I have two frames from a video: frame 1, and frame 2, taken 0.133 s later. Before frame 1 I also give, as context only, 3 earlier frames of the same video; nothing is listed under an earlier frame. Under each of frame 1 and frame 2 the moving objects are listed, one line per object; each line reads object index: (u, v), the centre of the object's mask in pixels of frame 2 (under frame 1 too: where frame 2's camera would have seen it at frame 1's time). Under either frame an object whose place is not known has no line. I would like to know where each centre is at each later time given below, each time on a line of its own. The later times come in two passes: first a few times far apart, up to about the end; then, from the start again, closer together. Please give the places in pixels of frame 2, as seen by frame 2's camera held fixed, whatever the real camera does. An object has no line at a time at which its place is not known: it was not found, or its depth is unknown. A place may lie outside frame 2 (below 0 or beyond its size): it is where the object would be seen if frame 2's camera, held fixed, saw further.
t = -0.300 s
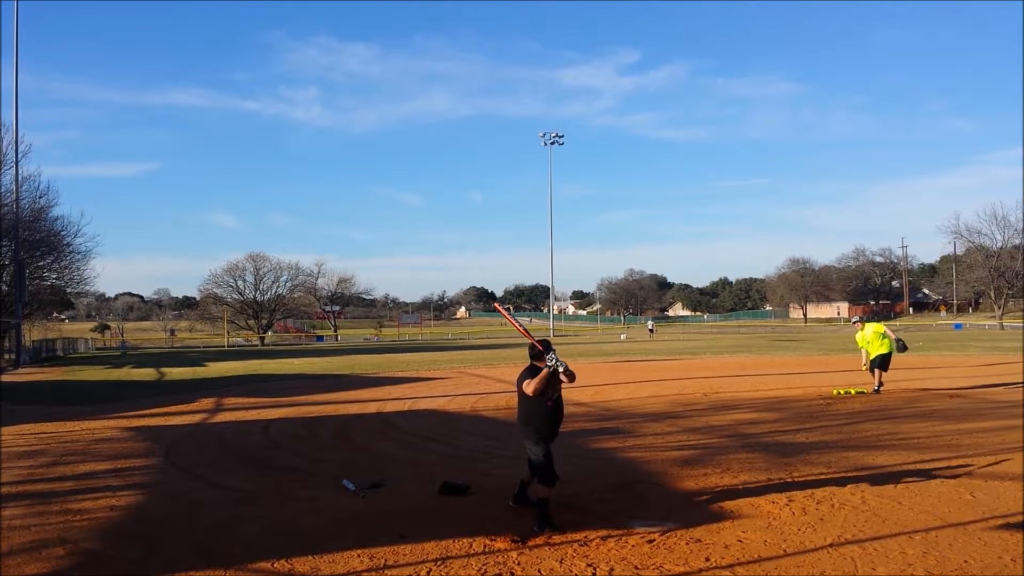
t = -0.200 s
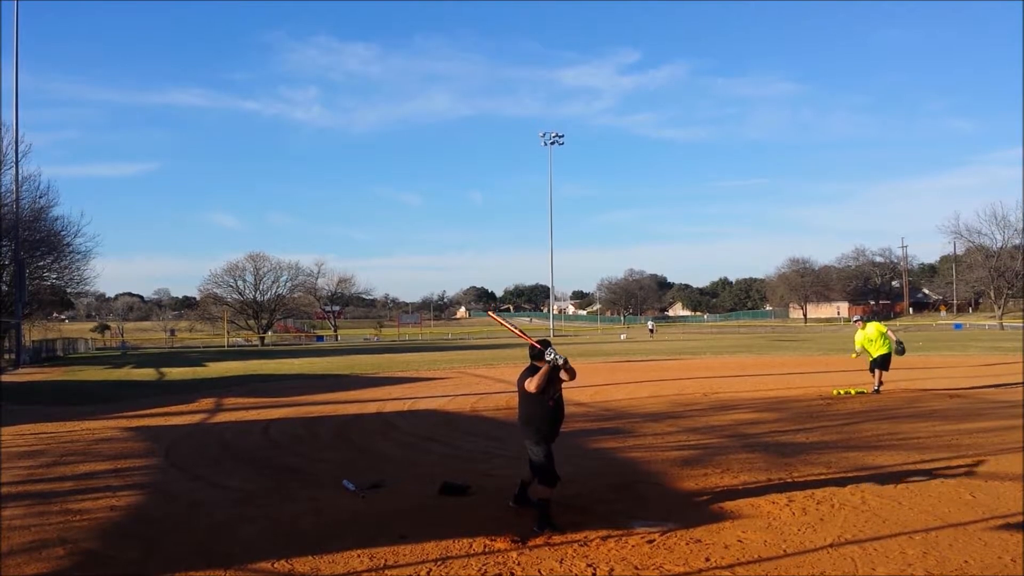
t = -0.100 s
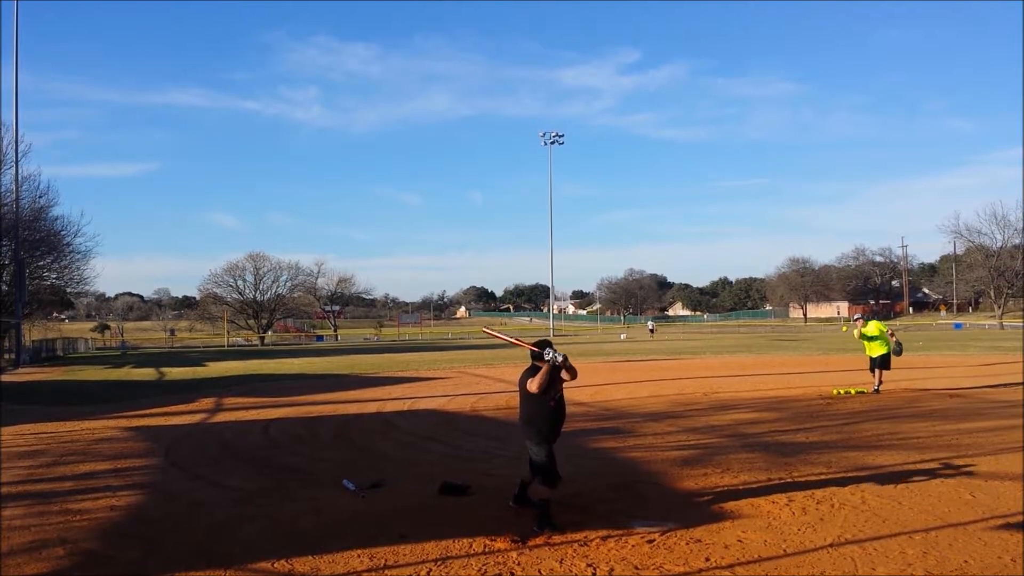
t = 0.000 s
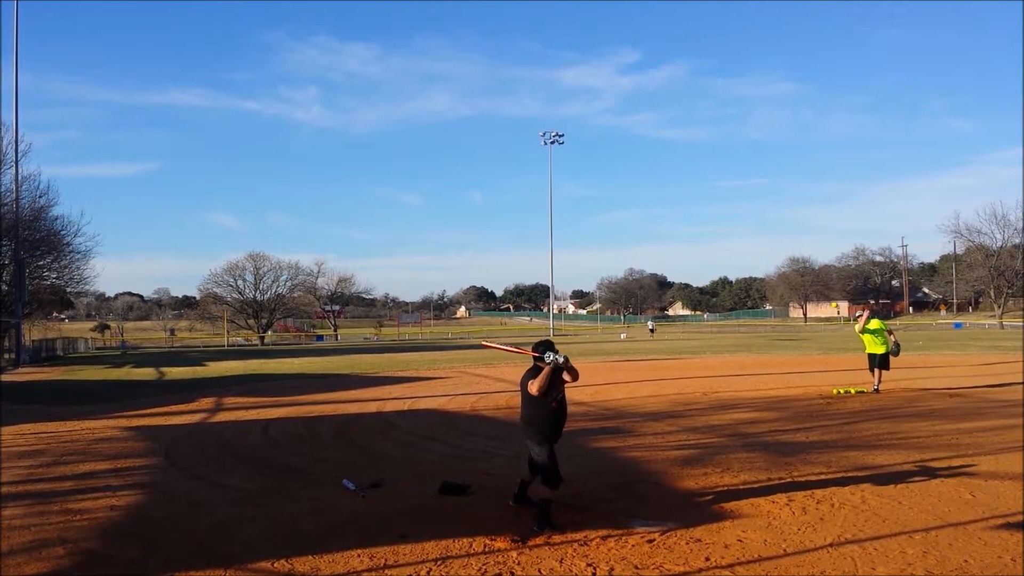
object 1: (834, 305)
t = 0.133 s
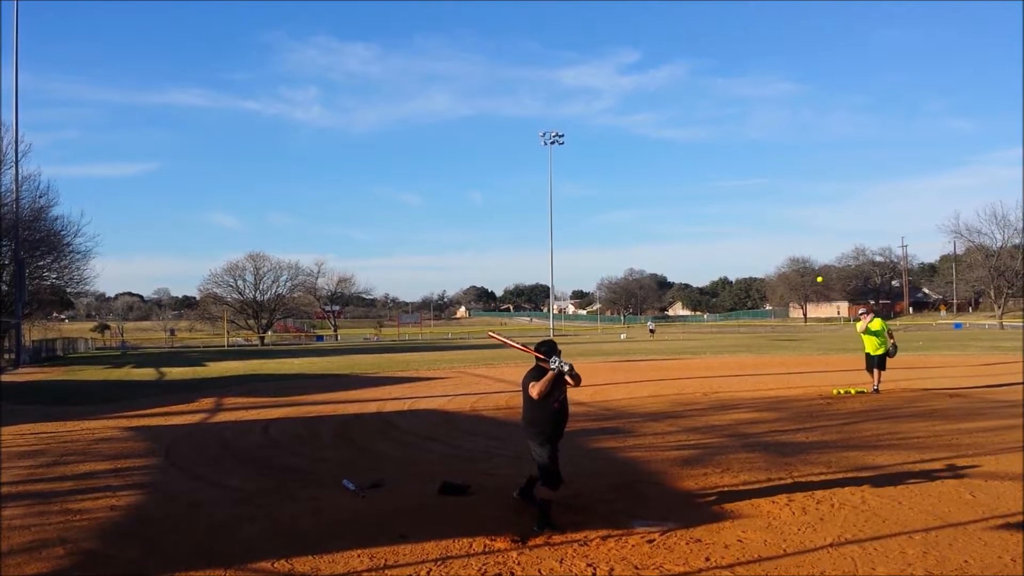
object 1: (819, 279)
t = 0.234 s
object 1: (807, 265)
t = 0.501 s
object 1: (768, 255)
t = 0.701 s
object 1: (729, 286)
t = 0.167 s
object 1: (815, 274)
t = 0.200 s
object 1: (811, 269)
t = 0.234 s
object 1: (807, 265)
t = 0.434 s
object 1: (779, 253)
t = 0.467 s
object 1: (774, 254)
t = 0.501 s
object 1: (768, 255)
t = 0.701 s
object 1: (729, 286)
